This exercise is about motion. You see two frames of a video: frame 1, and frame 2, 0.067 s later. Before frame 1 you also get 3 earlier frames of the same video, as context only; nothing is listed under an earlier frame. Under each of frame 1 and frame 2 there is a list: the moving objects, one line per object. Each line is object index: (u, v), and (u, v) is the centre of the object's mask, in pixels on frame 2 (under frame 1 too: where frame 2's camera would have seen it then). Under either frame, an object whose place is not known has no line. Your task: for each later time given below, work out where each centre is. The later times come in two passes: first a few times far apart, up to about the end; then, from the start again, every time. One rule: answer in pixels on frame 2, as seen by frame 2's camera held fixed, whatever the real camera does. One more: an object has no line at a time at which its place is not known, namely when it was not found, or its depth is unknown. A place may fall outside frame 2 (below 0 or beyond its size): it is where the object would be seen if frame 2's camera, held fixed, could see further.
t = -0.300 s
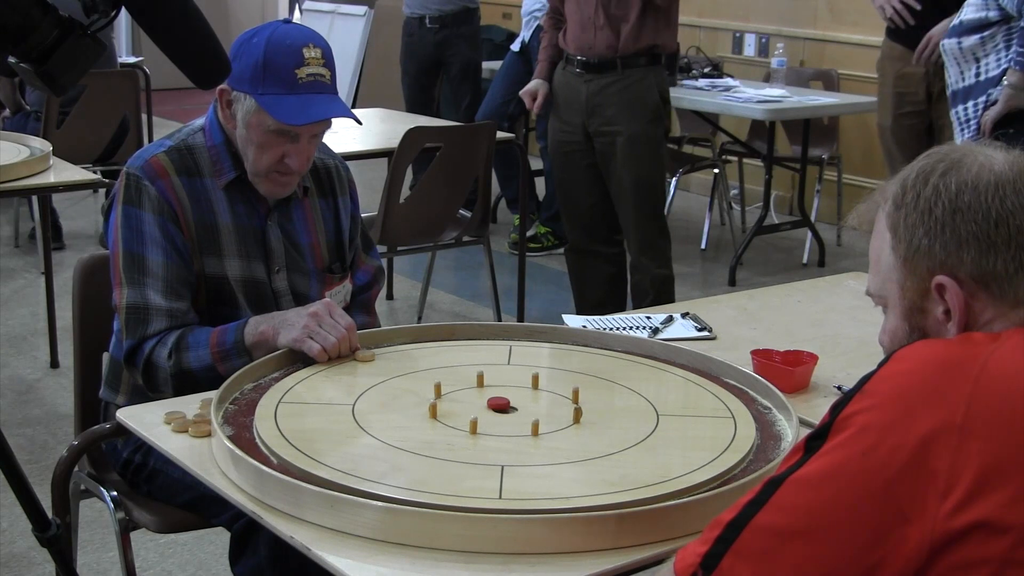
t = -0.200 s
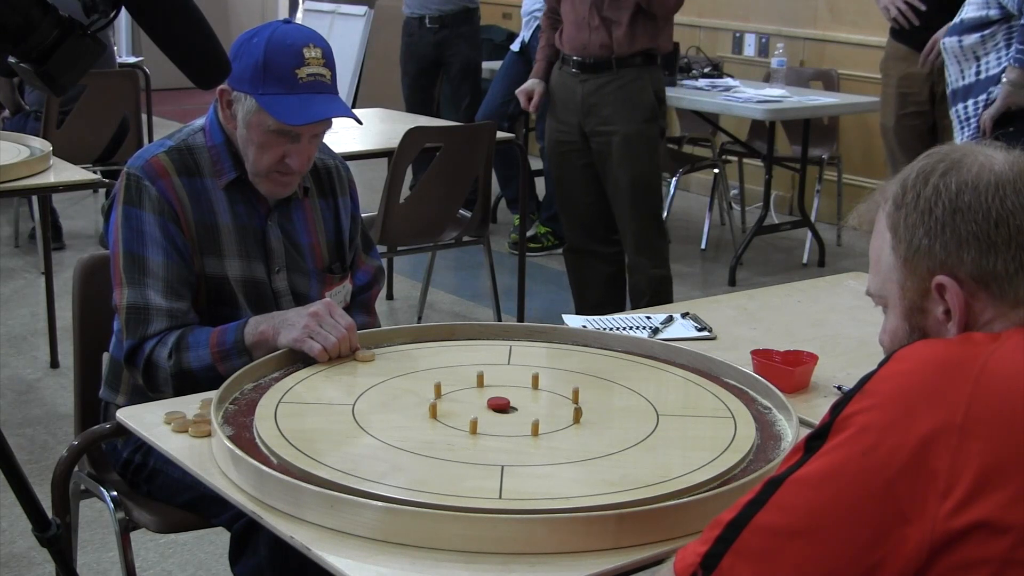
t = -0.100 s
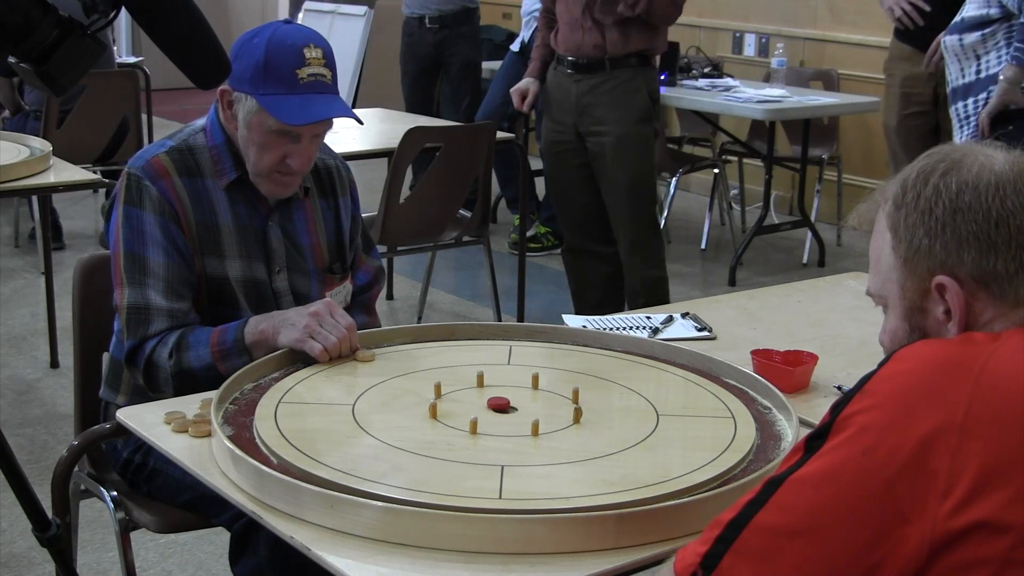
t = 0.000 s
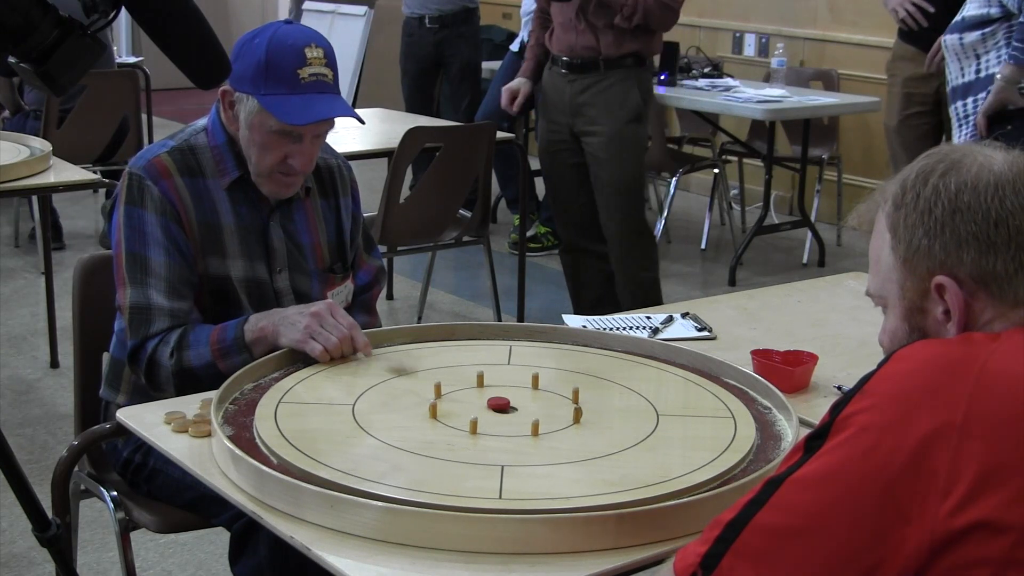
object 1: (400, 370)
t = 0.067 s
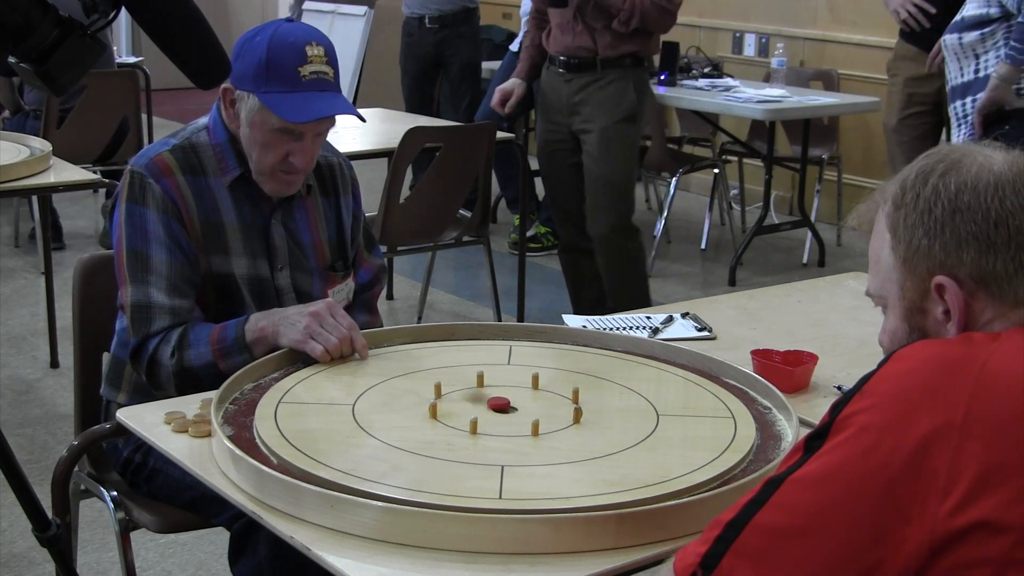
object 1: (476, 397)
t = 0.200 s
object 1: (488, 404)
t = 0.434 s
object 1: (489, 405)
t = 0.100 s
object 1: (483, 399)
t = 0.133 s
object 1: (486, 401)
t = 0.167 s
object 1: (487, 403)
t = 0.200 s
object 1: (488, 404)
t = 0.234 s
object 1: (489, 404)
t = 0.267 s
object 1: (489, 405)
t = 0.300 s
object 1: (489, 405)
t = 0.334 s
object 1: (489, 405)
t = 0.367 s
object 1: (489, 405)
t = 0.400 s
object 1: (489, 405)
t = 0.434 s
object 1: (489, 405)
